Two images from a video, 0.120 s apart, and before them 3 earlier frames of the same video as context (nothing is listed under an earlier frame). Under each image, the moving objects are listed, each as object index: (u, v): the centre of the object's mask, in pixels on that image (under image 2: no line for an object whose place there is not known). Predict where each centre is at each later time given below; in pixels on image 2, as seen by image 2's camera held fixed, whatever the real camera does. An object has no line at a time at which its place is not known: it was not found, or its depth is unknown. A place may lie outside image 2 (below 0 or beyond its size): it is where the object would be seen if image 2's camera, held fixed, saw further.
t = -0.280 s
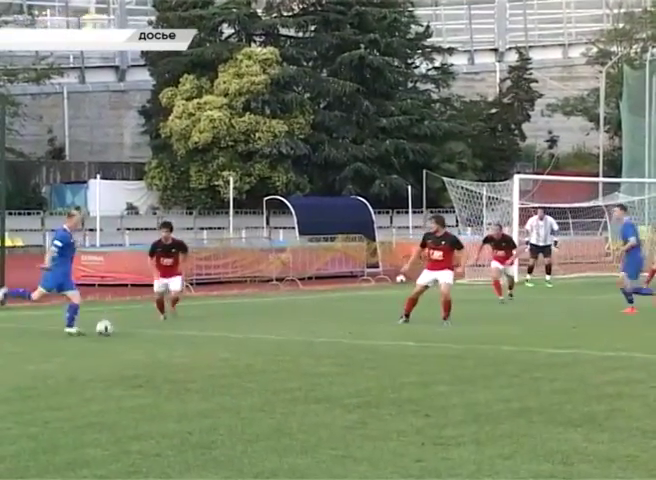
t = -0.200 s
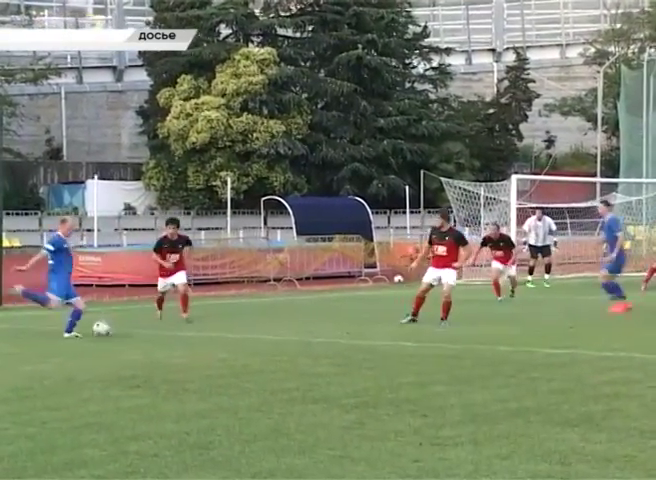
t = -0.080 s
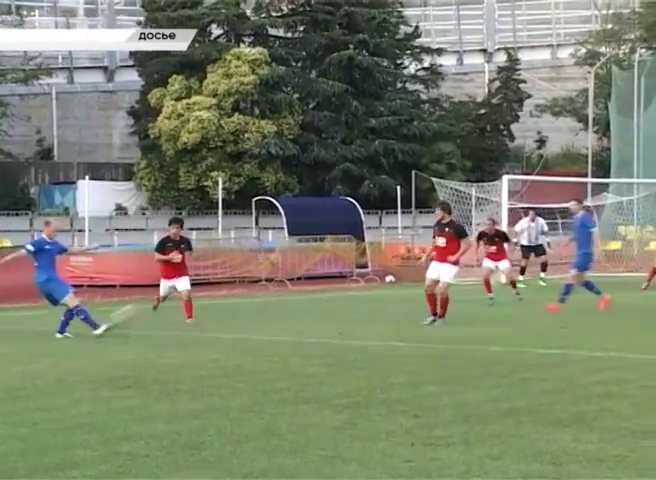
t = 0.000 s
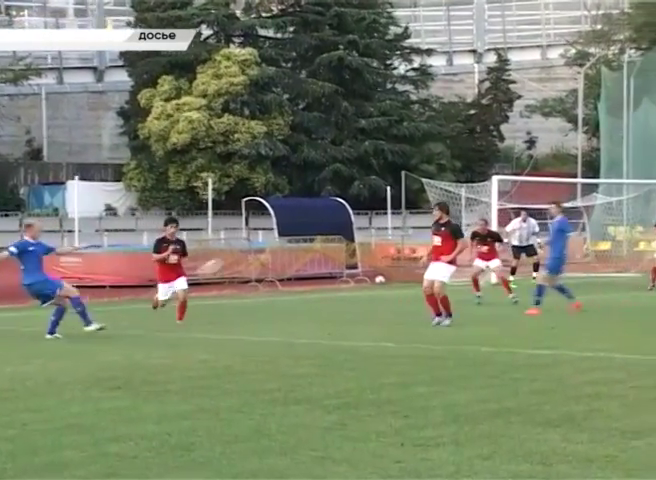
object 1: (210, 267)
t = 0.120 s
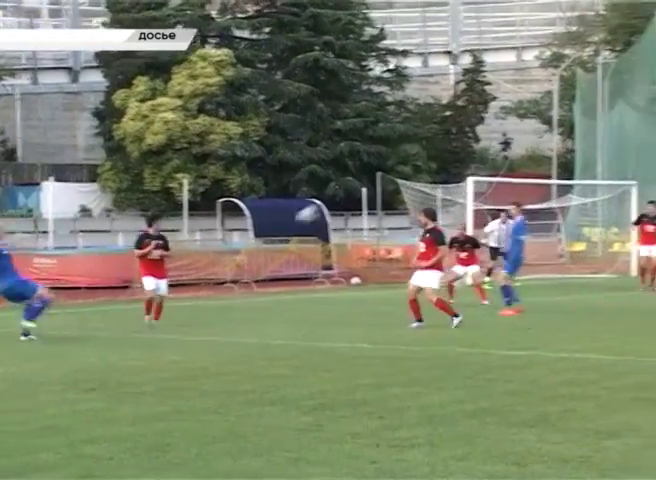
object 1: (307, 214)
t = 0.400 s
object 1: (516, 132)
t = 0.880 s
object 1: (745, 99)
